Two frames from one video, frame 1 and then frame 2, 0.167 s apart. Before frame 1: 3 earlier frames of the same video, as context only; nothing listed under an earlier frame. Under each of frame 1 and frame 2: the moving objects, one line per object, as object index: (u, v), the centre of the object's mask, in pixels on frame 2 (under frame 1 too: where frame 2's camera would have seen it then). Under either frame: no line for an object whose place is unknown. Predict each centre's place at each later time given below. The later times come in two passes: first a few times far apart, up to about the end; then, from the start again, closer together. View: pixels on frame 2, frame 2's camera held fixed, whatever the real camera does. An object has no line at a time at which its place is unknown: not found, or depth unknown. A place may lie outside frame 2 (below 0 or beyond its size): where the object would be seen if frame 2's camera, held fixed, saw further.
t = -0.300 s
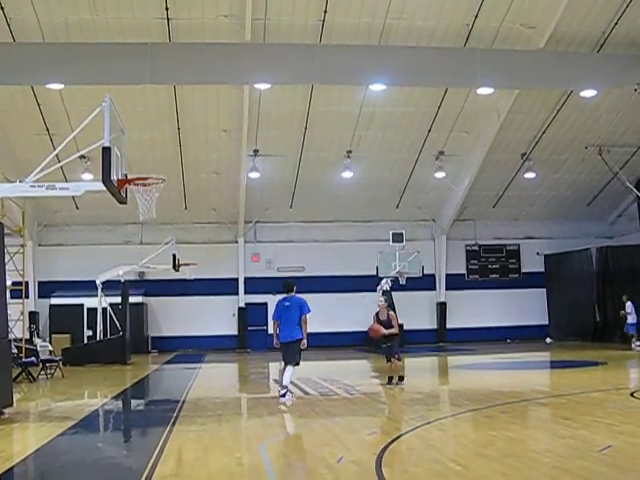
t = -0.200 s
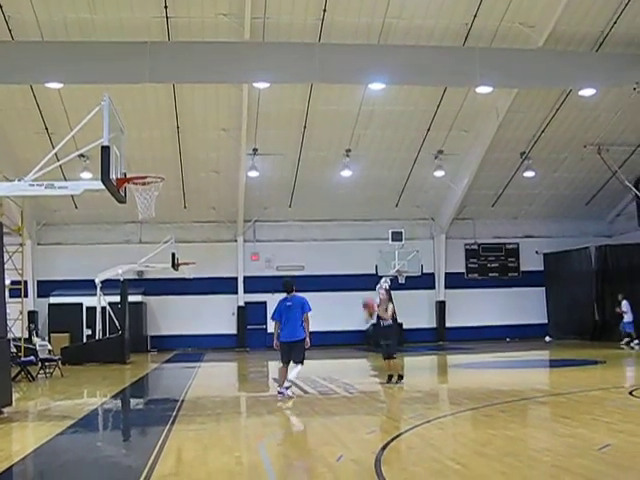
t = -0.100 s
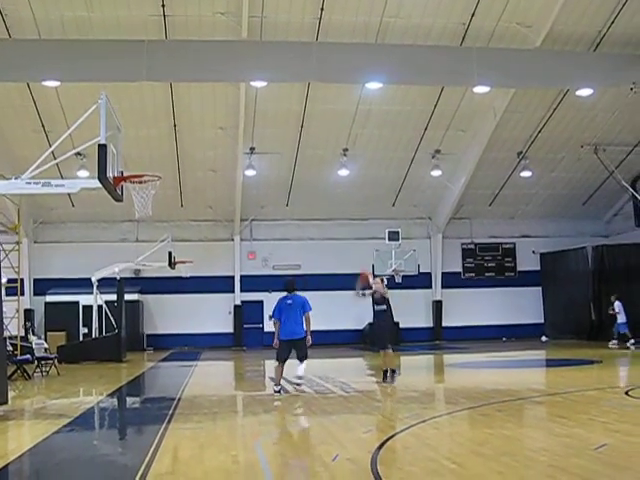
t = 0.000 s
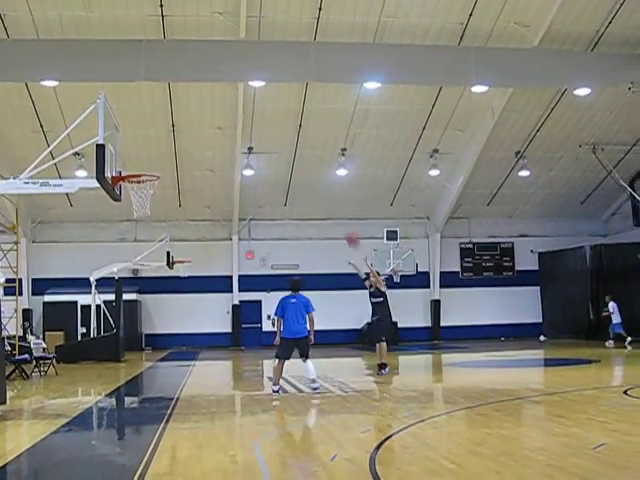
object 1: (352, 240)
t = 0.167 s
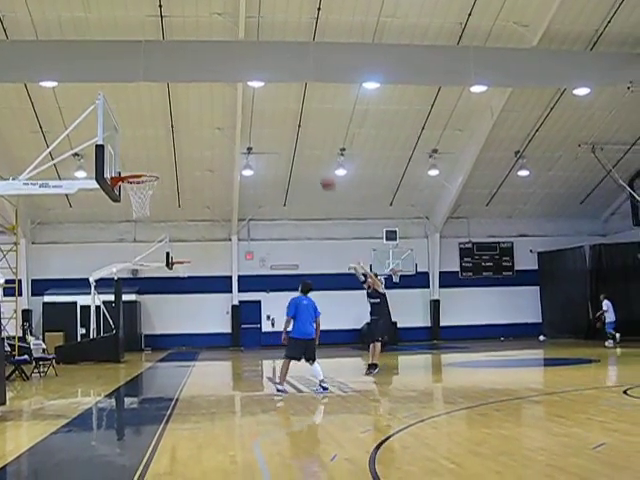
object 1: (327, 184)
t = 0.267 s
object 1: (312, 156)
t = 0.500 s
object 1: (276, 114)
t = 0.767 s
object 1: (235, 103)
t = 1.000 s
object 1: (195, 132)
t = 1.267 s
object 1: (143, 218)
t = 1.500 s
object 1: (93, 349)
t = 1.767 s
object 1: (54, 330)
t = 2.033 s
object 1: (26, 246)
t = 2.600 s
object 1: (-38, 273)
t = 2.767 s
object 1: (-56, 341)
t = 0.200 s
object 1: (322, 174)
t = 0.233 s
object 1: (317, 165)
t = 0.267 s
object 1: (312, 156)
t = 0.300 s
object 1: (307, 149)
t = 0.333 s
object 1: (303, 141)
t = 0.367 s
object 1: (297, 134)
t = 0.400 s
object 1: (292, 129)
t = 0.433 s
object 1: (287, 123)
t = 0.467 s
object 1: (282, 118)
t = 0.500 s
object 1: (276, 114)
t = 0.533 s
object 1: (271, 110)
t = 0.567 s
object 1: (267, 107)
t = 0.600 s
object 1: (261, 105)
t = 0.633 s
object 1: (256, 103)
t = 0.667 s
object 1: (251, 102)
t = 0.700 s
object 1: (245, 102)
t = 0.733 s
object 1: (240, 102)
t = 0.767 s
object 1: (235, 103)
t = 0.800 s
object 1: (229, 105)
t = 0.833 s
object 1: (224, 107)
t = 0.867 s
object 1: (218, 111)
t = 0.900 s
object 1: (212, 115)
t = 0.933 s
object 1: (206, 120)
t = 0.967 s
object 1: (201, 126)
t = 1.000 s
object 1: (195, 132)
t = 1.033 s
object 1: (189, 140)
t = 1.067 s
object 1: (183, 148)
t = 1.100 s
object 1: (176, 159)
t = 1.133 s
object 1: (170, 168)
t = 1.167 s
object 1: (164, 180)
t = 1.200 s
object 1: (158, 191)
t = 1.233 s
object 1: (151, 204)
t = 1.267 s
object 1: (143, 218)
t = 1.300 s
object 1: (136, 233)
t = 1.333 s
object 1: (128, 252)
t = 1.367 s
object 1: (122, 266)
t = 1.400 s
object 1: (116, 286)
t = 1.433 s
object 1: (109, 307)
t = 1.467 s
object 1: (102, 325)
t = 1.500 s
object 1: (93, 349)
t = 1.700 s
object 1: (61, 361)
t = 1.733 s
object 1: (59, 348)
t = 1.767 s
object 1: (54, 330)
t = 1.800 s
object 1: (51, 318)
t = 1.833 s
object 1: (47, 306)
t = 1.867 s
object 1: (43, 291)
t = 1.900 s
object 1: (40, 283)
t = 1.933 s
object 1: (37, 272)
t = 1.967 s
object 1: (33, 263)
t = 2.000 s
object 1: (29, 254)
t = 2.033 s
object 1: (26, 246)
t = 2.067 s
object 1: (22, 240)
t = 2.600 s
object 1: (-38, 273)
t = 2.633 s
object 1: (-42, 284)
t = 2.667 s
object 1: (-47, 295)
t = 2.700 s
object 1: (-51, 308)
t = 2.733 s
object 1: (-52, 322)
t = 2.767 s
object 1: (-56, 341)
